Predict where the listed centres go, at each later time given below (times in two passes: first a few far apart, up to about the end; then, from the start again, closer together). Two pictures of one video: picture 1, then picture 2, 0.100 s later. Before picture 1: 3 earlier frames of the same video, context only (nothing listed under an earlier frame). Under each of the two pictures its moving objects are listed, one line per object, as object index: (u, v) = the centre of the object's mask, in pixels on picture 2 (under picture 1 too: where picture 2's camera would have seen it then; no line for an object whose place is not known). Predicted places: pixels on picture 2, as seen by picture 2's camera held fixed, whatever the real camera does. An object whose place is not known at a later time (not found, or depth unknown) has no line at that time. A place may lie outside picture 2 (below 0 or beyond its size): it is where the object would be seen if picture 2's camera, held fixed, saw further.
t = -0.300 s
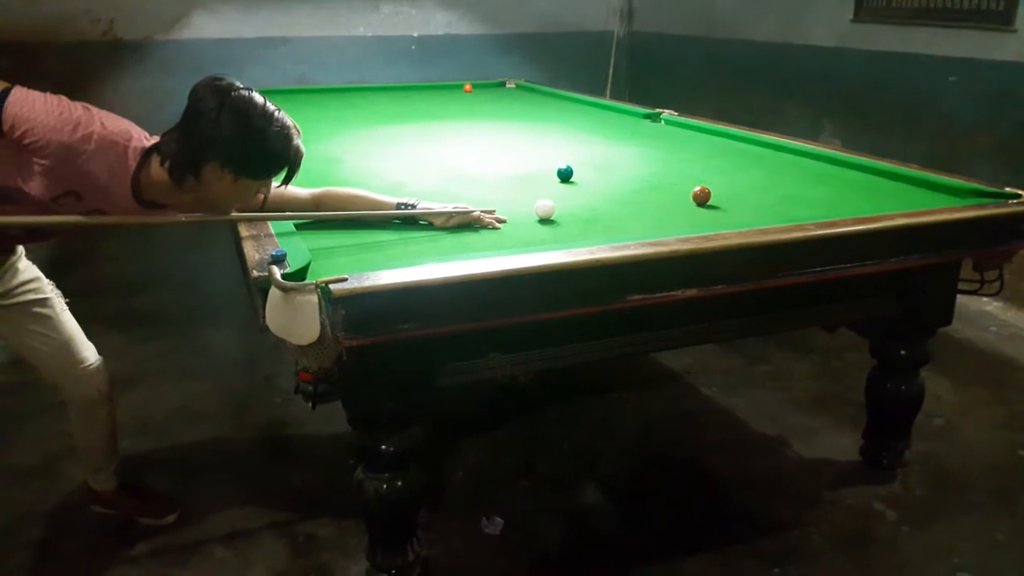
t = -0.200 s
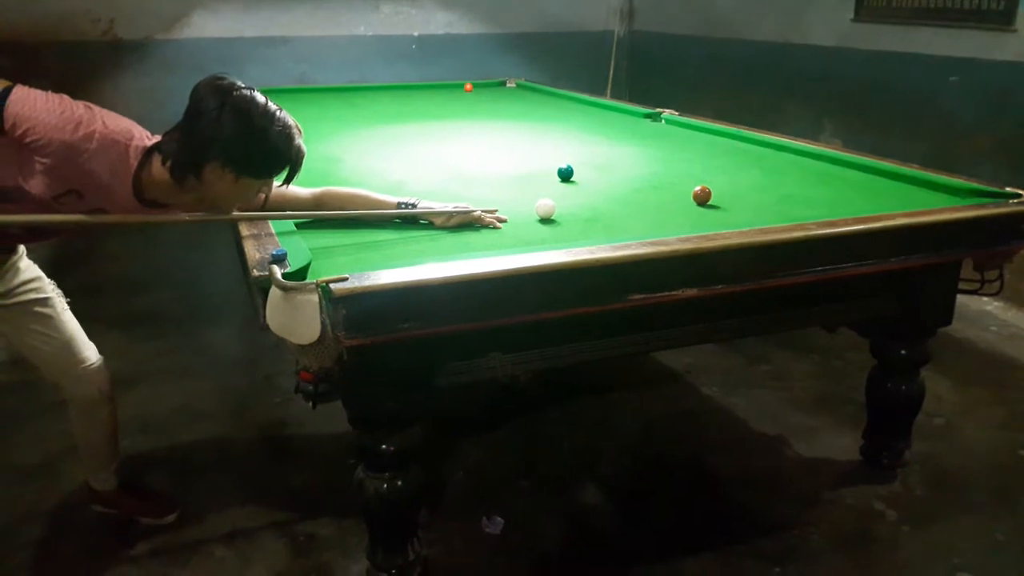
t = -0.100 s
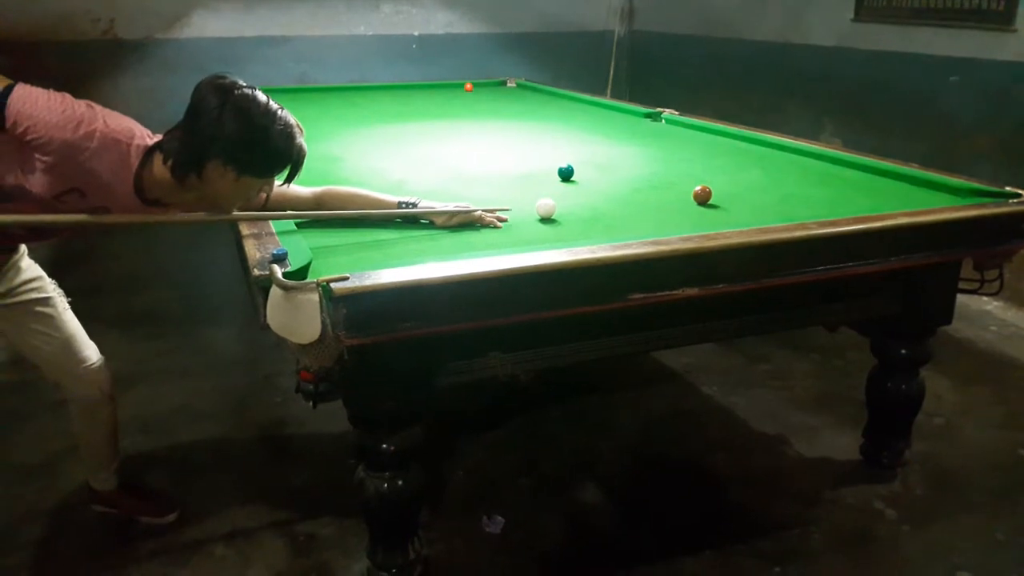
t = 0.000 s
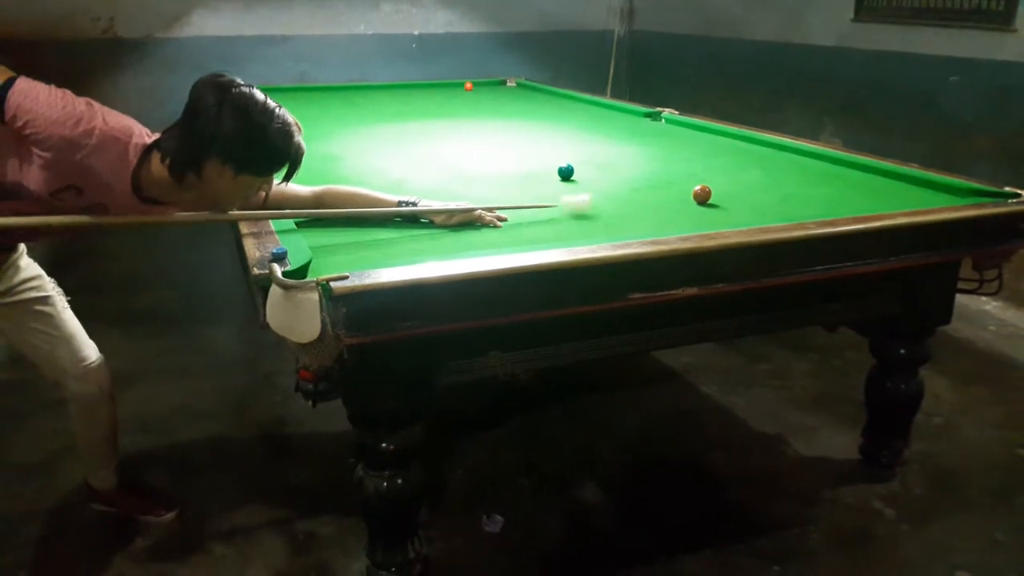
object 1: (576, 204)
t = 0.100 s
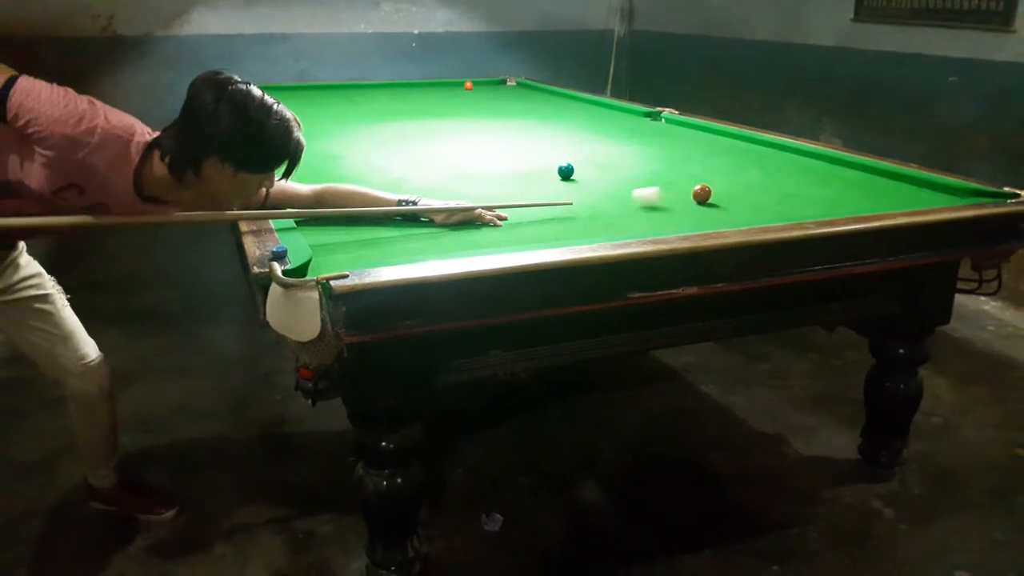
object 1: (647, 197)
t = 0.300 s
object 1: (682, 186)
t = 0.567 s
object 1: (697, 175)
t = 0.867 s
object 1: (711, 164)
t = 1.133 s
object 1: (722, 156)
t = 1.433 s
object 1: (733, 148)
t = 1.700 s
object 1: (739, 142)
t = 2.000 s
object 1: (745, 137)
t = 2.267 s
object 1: (728, 136)
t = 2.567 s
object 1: (710, 135)
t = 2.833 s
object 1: (697, 134)
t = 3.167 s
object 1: (683, 134)
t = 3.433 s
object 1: (677, 133)
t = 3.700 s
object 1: (672, 133)
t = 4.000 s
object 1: (669, 133)
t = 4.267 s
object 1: (670, 133)
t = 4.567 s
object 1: (669, 133)
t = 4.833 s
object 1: (669, 133)
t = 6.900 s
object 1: (669, 133)
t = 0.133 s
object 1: (668, 194)
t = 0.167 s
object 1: (681, 192)
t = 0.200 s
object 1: (680, 191)
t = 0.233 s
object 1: (679, 189)
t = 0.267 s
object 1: (680, 187)
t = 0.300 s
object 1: (682, 186)
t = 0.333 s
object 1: (684, 184)
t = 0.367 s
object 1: (686, 183)
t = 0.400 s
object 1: (688, 181)
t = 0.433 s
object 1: (690, 180)
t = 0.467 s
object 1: (692, 179)
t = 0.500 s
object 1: (694, 177)
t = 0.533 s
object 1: (696, 176)
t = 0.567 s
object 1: (697, 175)
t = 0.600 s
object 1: (699, 173)
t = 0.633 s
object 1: (701, 172)
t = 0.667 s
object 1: (702, 171)
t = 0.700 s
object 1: (704, 170)
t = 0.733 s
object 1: (706, 169)
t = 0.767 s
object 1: (707, 167)
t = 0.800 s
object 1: (709, 166)
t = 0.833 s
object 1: (710, 165)
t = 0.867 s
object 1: (711, 164)
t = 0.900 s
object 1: (713, 162)
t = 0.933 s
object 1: (714, 161)
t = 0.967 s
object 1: (716, 160)
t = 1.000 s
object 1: (717, 160)
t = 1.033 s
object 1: (719, 159)
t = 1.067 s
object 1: (720, 158)
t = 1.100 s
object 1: (721, 157)
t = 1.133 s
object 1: (722, 156)
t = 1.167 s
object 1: (724, 155)
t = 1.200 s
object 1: (725, 154)
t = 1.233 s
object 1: (726, 154)
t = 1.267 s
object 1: (727, 153)
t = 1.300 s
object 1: (728, 152)
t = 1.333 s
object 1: (729, 151)
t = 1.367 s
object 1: (730, 150)
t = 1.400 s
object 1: (731, 150)
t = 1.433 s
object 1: (733, 148)
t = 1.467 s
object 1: (733, 147)
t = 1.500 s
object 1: (734, 147)
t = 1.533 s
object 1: (735, 146)
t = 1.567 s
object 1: (735, 145)
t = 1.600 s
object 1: (736, 144)
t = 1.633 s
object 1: (737, 143)
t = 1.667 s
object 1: (738, 143)
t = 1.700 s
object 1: (739, 142)
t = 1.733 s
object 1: (740, 141)
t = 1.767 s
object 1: (740, 141)
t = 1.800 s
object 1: (741, 140)
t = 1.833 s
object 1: (742, 140)
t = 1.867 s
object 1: (742, 139)
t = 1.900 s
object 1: (743, 139)
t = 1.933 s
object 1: (743, 139)
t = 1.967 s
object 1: (744, 138)
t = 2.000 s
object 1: (745, 137)
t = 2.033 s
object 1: (744, 137)
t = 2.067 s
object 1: (741, 137)
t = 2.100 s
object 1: (739, 137)
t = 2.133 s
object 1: (737, 137)
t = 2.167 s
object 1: (734, 136)
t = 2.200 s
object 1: (732, 136)
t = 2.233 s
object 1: (730, 136)
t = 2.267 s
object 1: (728, 136)
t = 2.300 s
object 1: (725, 136)
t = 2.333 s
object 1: (723, 136)
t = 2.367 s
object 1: (721, 136)
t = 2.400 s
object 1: (720, 136)
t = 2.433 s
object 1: (717, 135)
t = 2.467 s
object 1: (716, 135)
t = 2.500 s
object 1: (714, 135)
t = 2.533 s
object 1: (712, 135)
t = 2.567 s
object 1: (710, 135)
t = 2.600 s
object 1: (708, 135)
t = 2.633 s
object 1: (704, 131)
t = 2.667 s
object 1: (705, 133)
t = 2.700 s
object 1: (703, 134)
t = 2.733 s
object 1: (702, 134)
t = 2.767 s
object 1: (700, 134)
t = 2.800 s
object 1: (699, 134)
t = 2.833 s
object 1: (697, 134)
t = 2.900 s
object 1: (694, 133)
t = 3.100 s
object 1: (686, 133)
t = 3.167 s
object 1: (683, 134)
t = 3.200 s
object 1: (684, 134)
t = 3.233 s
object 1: (683, 134)
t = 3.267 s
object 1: (682, 134)
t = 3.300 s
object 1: (681, 134)
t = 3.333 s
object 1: (680, 134)
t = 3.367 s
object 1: (679, 134)
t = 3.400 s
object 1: (678, 133)
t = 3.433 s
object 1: (677, 133)
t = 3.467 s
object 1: (676, 133)
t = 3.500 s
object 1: (675, 133)
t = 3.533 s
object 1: (675, 133)
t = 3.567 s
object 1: (674, 133)
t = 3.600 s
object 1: (673, 133)
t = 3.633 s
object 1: (673, 133)
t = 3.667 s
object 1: (673, 133)
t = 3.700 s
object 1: (672, 133)
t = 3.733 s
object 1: (671, 133)
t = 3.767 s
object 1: (671, 133)
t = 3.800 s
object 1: (670, 132)
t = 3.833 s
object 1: (670, 132)
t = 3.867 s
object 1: (670, 132)
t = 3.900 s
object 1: (670, 133)
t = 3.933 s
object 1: (670, 133)
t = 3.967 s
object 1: (670, 133)
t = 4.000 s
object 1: (669, 133)
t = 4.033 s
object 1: (670, 133)
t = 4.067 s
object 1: (670, 133)
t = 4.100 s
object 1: (670, 133)
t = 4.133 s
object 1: (670, 133)
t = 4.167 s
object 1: (670, 133)
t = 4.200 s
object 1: (670, 133)
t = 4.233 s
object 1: (670, 133)
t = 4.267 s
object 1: (670, 133)
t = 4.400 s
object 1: (670, 133)
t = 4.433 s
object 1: (669, 133)
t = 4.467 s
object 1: (669, 133)
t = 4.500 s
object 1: (669, 133)
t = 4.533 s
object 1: (670, 133)
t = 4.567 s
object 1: (669, 133)
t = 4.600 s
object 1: (669, 133)
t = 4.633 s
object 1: (669, 133)
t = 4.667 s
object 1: (669, 133)
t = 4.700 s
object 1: (670, 133)
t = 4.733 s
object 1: (670, 133)
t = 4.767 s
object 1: (670, 134)
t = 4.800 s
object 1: (670, 133)
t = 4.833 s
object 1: (669, 133)
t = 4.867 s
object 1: (669, 133)
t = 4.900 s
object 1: (669, 133)
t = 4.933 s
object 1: (669, 133)
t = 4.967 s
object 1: (669, 133)
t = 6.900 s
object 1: (669, 133)
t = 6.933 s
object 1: (669, 133)
